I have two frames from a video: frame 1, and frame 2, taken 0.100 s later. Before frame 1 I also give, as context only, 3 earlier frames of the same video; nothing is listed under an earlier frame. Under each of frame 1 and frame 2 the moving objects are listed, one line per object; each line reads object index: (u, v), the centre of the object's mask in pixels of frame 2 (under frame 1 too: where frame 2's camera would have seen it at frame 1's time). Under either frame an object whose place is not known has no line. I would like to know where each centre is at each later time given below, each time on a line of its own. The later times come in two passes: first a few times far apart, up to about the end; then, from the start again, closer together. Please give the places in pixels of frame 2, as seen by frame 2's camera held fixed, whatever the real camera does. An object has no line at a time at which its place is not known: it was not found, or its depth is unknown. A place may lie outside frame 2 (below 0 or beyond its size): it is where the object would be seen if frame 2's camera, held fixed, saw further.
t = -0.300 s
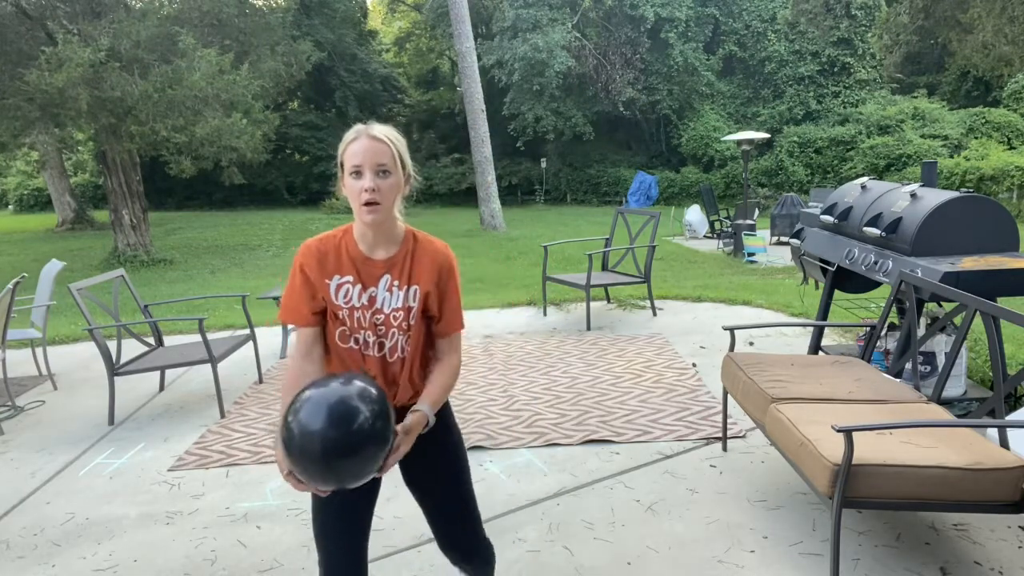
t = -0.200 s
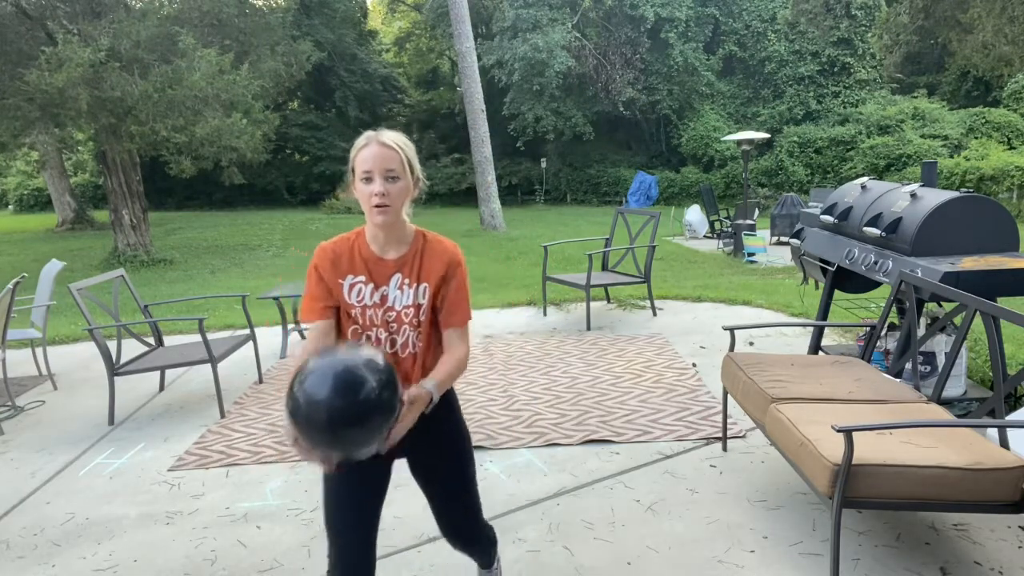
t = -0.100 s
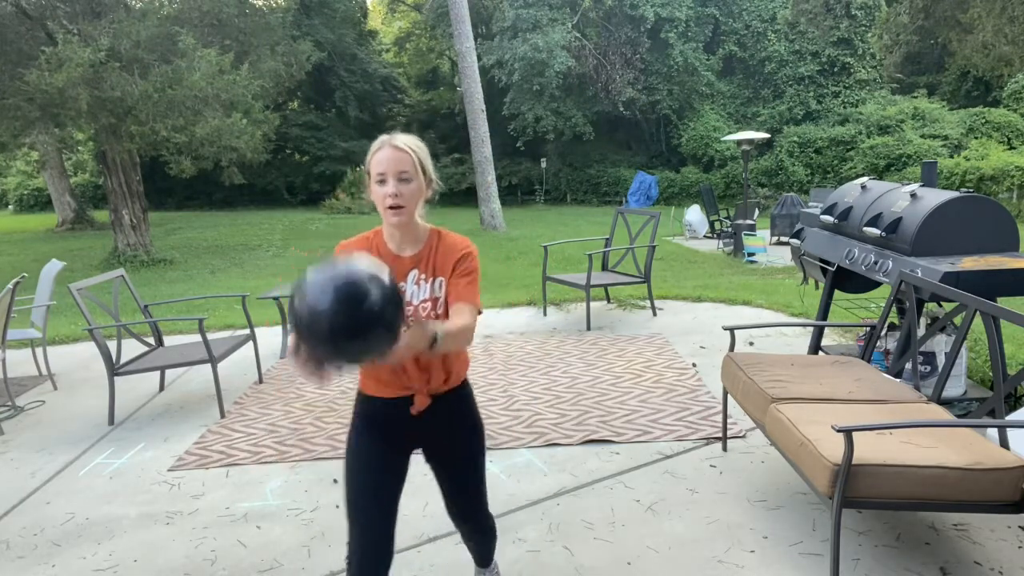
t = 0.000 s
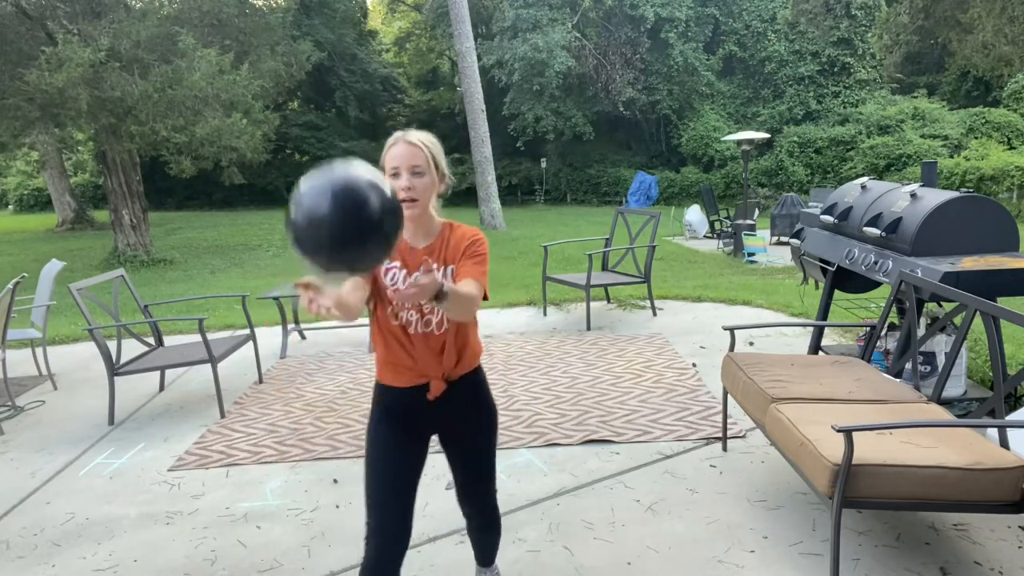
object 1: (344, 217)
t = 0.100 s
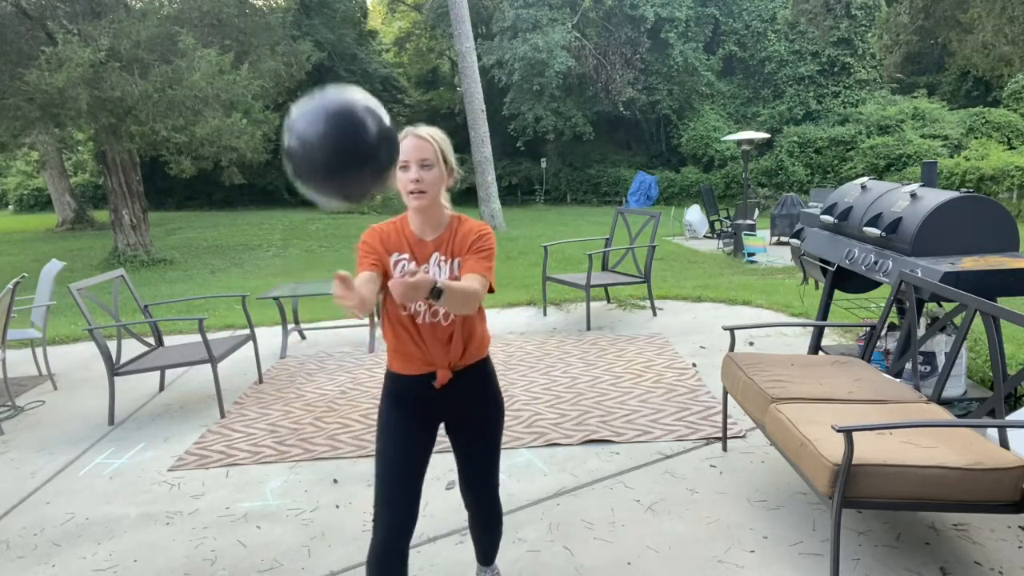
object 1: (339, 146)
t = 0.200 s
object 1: (334, 90)
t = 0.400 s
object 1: (323, 42)
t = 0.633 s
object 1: (315, 36)
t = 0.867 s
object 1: (309, 61)
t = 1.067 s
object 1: (309, 131)
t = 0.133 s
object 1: (338, 126)
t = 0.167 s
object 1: (336, 107)
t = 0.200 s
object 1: (334, 90)
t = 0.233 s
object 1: (332, 75)
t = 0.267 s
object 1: (329, 63)
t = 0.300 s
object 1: (328, 55)
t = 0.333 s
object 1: (326, 50)
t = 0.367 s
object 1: (325, 46)
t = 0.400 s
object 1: (323, 42)
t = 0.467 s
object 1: (320, 37)
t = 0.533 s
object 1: (318, 35)
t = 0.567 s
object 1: (317, 34)
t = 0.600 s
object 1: (316, 35)
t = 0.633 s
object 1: (315, 36)
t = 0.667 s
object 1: (314, 37)
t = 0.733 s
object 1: (312, 42)
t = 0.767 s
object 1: (311, 45)
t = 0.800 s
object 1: (310, 49)
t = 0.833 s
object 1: (309, 54)
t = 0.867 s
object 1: (309, 61)
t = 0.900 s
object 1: (308, 70)
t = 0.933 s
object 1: (308, 80)
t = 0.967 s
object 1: (308, 91)
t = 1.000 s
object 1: (308, 103)
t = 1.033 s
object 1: (309, 117)
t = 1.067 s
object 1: (309, 131)
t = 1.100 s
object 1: (309, 145)
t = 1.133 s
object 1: (310, 160)
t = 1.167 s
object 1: (311, 177)
